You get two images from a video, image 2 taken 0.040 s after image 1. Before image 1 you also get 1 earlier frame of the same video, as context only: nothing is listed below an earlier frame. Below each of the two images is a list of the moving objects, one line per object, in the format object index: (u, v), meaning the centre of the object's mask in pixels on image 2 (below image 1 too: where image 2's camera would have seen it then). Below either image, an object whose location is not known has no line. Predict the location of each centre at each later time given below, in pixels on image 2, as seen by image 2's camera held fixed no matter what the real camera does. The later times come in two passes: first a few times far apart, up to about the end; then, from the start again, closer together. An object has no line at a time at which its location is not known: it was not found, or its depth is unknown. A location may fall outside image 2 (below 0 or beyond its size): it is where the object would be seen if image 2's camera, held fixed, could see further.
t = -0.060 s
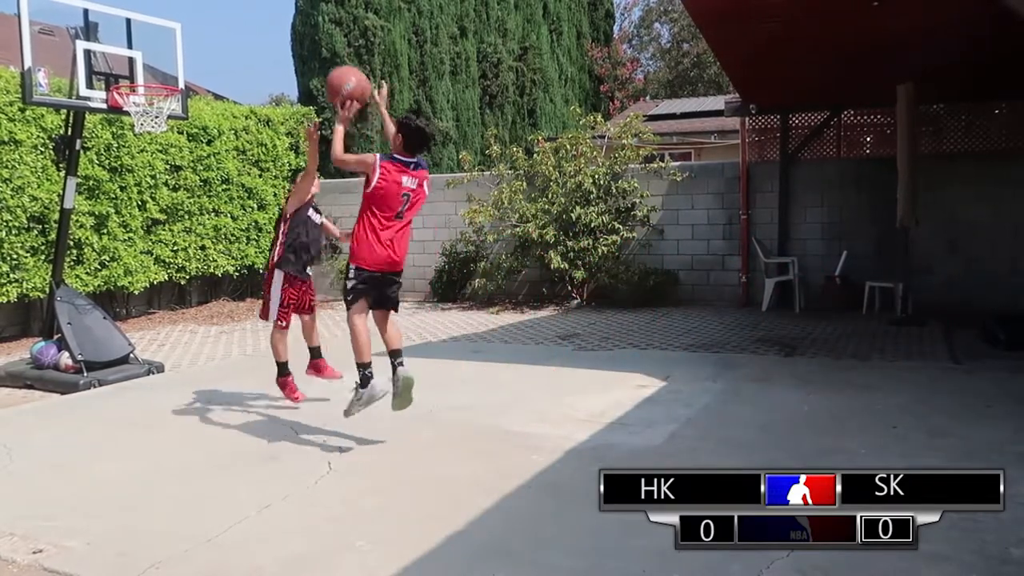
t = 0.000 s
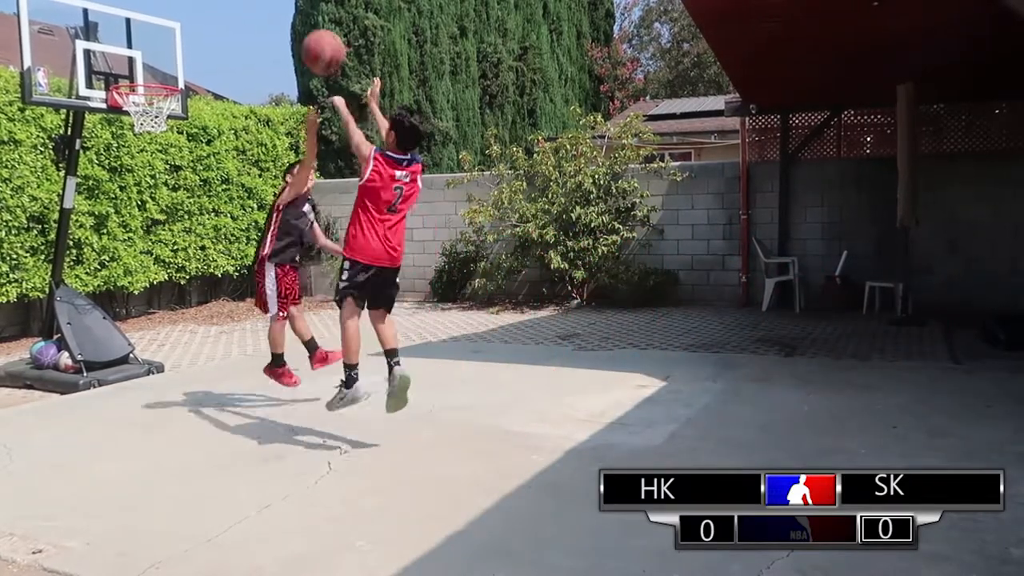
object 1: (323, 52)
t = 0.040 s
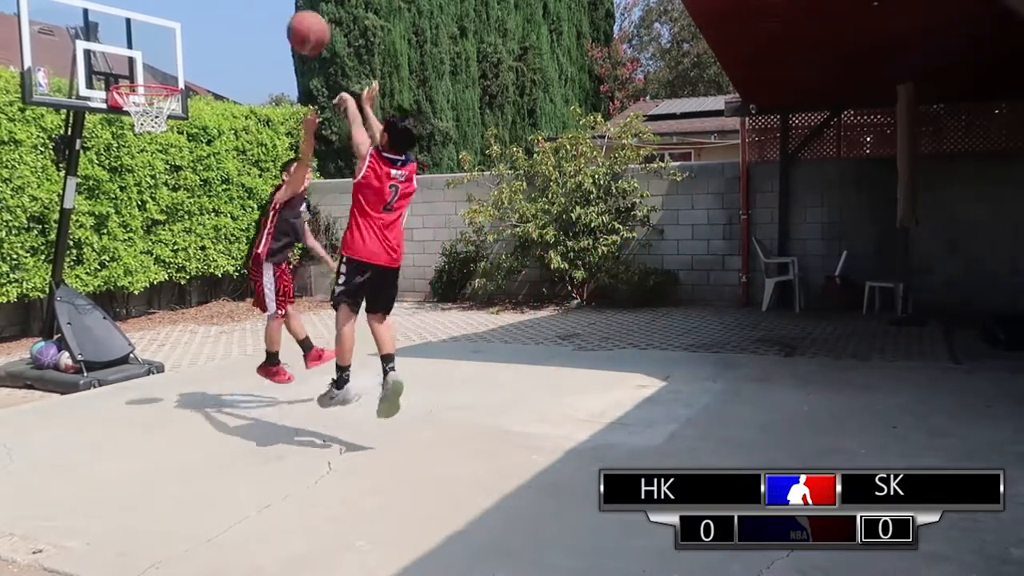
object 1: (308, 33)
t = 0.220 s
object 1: (248, 2)
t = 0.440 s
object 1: (187, 8)
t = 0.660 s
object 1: (142, 74)
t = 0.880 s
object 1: (141, 71)
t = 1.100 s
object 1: (140, 72)
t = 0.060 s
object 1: (301, 24)
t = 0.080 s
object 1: (293, 18)
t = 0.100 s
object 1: (286, 13)
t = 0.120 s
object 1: (280, 10)
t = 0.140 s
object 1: (272, 8)
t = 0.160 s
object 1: (266, 6)
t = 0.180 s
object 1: (260, 4)
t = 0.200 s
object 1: (253, 3)
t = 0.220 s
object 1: (248, 2)
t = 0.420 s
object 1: (192, 6)
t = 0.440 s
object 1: (187, 8)
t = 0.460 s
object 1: (182, 10)
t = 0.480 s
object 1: (178, 13)
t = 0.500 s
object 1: (173, 16)
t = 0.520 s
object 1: (169, 23)
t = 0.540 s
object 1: (165, 29)
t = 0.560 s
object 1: (160, 37)
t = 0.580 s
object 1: (156, 45)
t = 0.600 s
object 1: (153, 52)
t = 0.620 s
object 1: (149, 60)
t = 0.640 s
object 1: (145, 68)
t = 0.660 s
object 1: (142, 74)
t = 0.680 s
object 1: (138, 78)
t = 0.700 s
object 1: (141, 78)
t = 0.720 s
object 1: (145, 78)
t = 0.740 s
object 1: (149, 77)
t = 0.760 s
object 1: (151, 77)
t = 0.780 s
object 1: (149, 75)
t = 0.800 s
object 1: (148, 73)
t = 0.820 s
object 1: (145, 73)
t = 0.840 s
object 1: (144, 72)
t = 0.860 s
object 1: (142, 71)
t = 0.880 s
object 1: (141, 71)
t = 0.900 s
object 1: (139, 71)
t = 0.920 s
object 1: (138, 71)
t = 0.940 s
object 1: (137, 72)
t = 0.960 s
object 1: (135, 73)
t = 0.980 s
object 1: (134, 73)
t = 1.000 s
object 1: (134, 74)
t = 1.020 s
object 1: (135, 73)
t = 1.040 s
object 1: (136, 72)
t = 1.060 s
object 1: (137, 72)
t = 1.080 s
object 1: (139, 72)
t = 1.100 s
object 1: (140, 72)
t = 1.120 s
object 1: (142, 72)
